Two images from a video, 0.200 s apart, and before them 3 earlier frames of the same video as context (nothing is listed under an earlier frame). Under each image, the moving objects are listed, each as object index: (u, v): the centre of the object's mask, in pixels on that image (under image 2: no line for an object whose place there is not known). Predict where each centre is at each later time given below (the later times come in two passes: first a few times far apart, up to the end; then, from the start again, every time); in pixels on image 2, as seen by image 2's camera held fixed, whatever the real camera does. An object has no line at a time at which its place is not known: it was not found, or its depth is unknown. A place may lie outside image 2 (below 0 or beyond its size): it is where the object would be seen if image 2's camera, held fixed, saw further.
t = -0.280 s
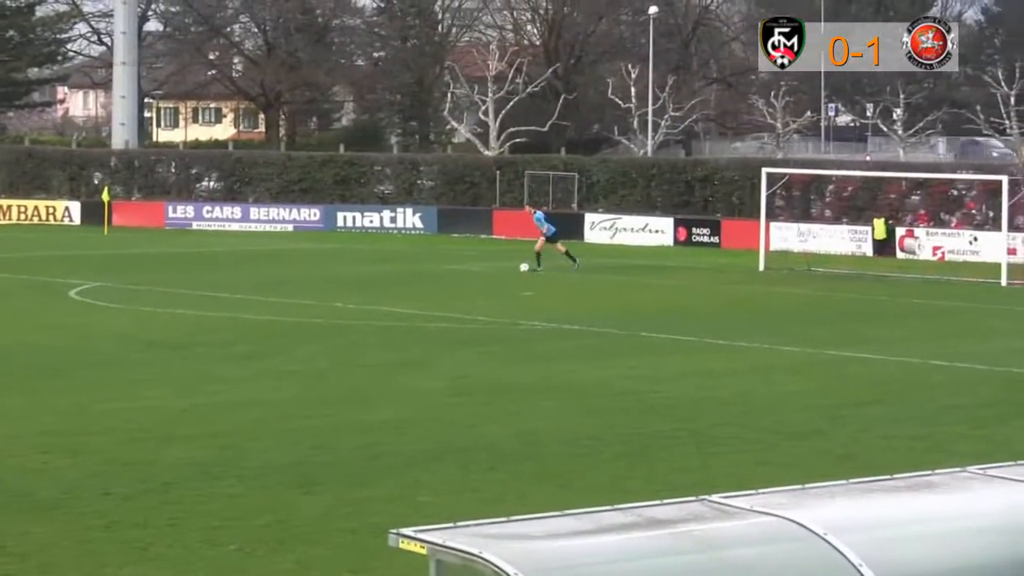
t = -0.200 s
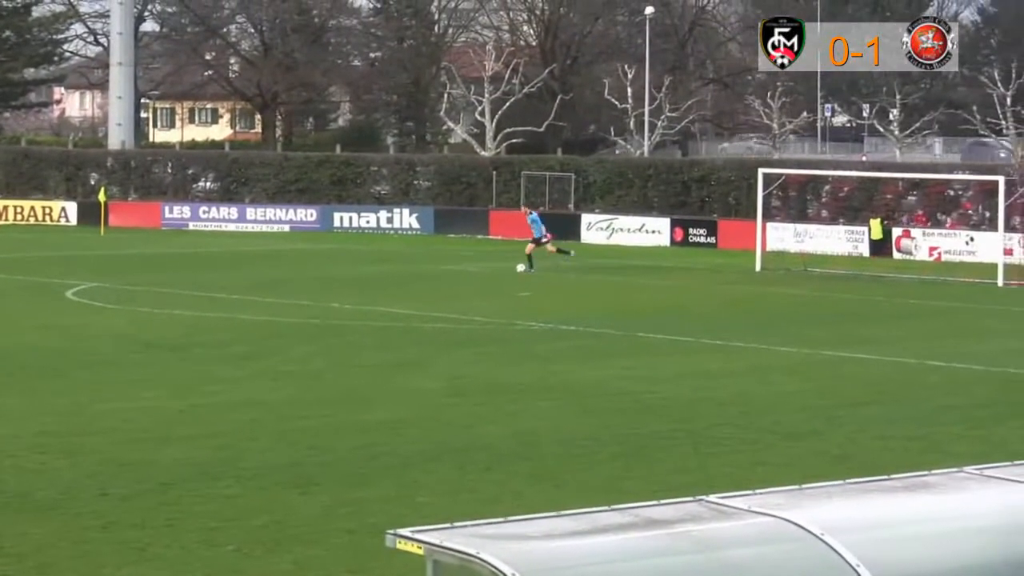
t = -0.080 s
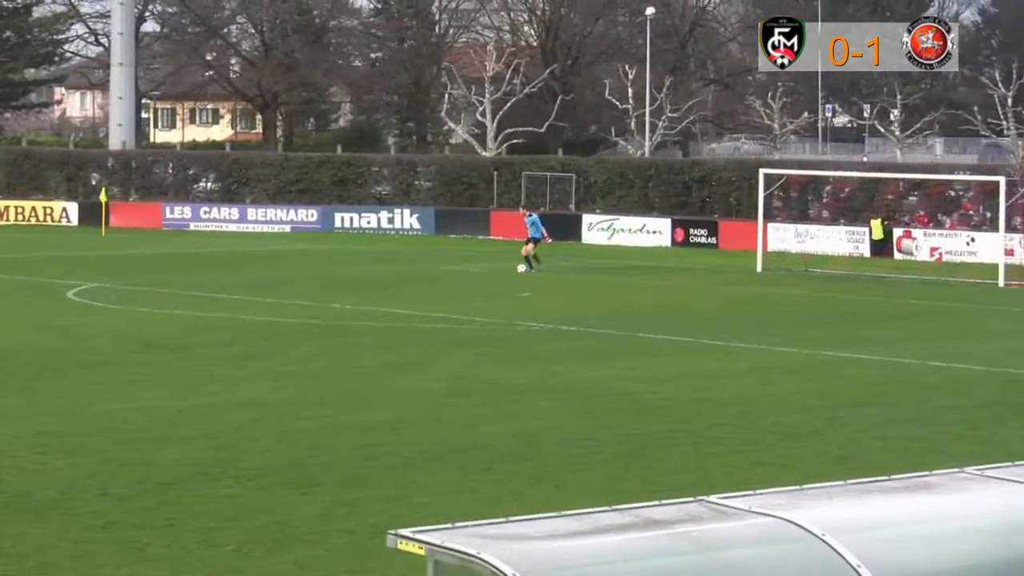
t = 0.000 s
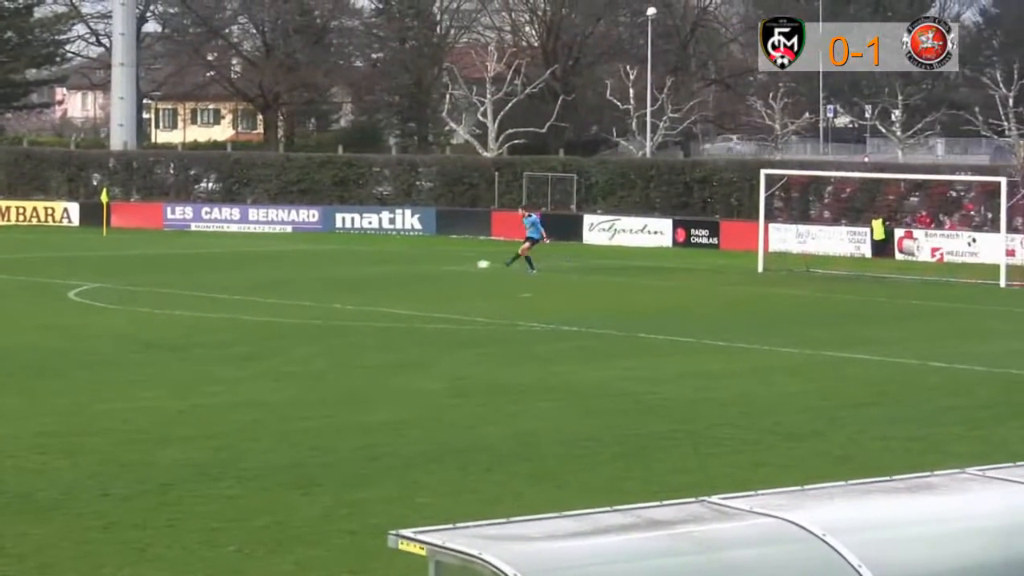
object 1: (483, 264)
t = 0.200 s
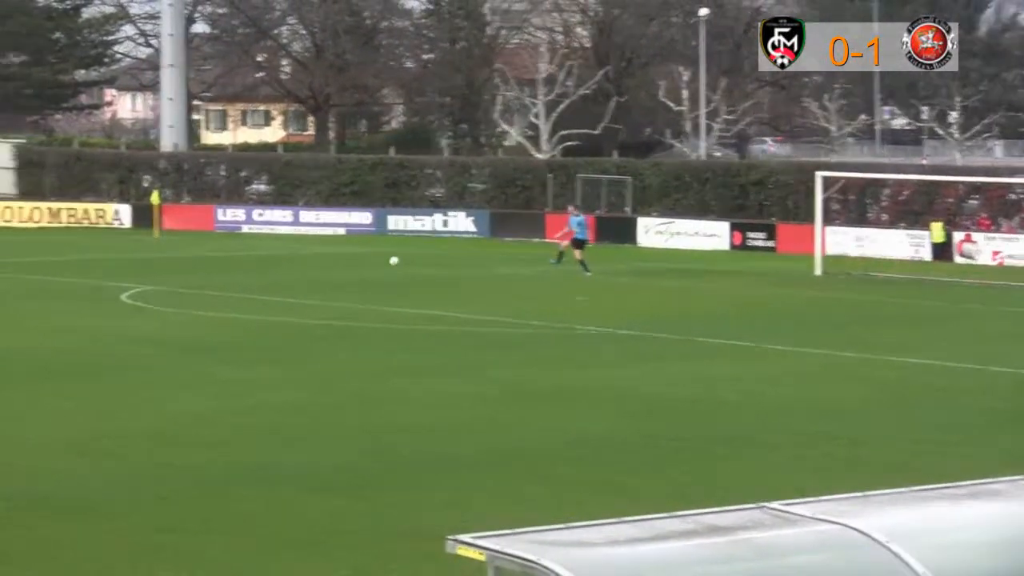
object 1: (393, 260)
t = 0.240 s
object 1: (366, 262)
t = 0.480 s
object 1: (228, 258)
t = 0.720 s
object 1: (115, 261)
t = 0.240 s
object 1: (366, 262)
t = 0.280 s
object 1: (339, 263)
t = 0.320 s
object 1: (312, 266)
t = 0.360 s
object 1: (289, 265)
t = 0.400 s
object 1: (269, 262)
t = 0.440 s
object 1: (248, 259)
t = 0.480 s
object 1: (228, 258)
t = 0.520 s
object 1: (209, 257)
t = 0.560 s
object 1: (189, 257)
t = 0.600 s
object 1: (169, 259)
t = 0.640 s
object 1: (150, 260)
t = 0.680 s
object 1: (131, 262)
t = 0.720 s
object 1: (115, 261)
